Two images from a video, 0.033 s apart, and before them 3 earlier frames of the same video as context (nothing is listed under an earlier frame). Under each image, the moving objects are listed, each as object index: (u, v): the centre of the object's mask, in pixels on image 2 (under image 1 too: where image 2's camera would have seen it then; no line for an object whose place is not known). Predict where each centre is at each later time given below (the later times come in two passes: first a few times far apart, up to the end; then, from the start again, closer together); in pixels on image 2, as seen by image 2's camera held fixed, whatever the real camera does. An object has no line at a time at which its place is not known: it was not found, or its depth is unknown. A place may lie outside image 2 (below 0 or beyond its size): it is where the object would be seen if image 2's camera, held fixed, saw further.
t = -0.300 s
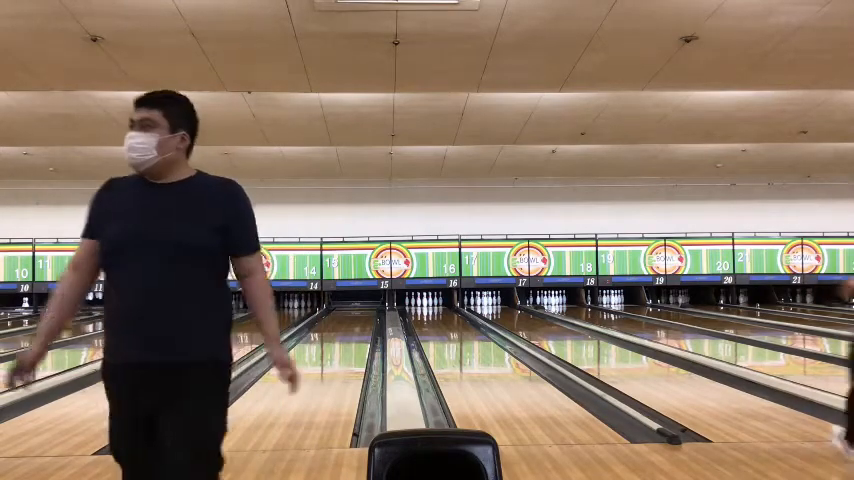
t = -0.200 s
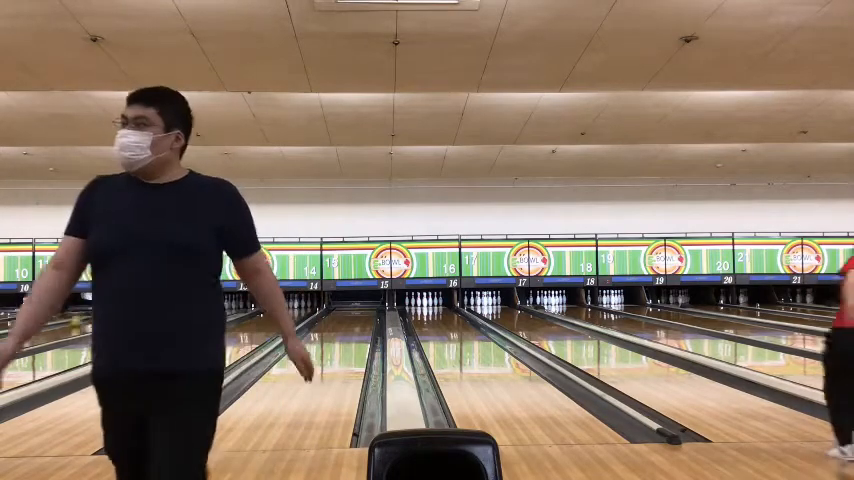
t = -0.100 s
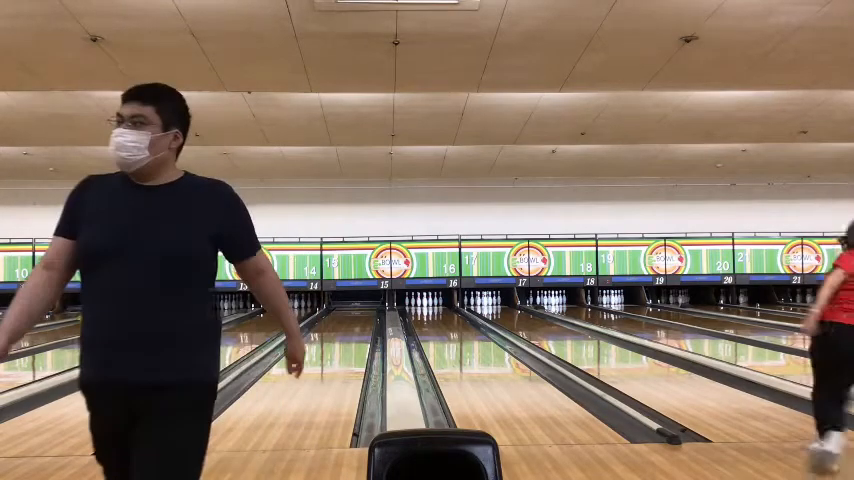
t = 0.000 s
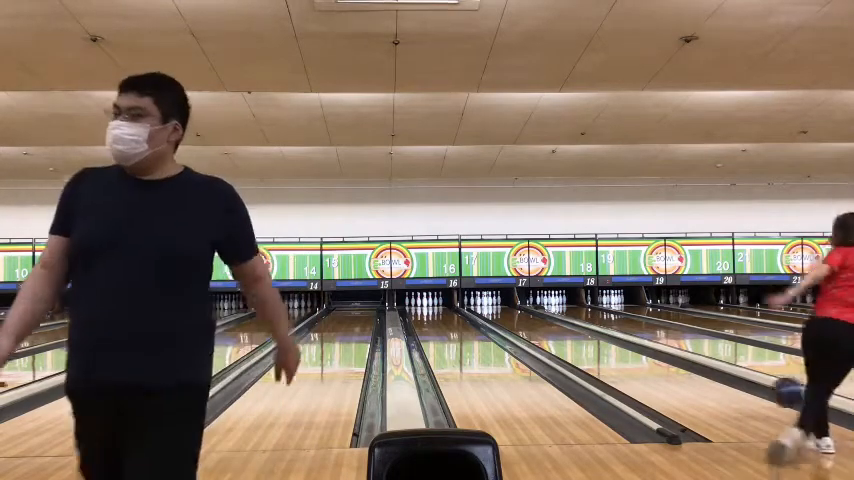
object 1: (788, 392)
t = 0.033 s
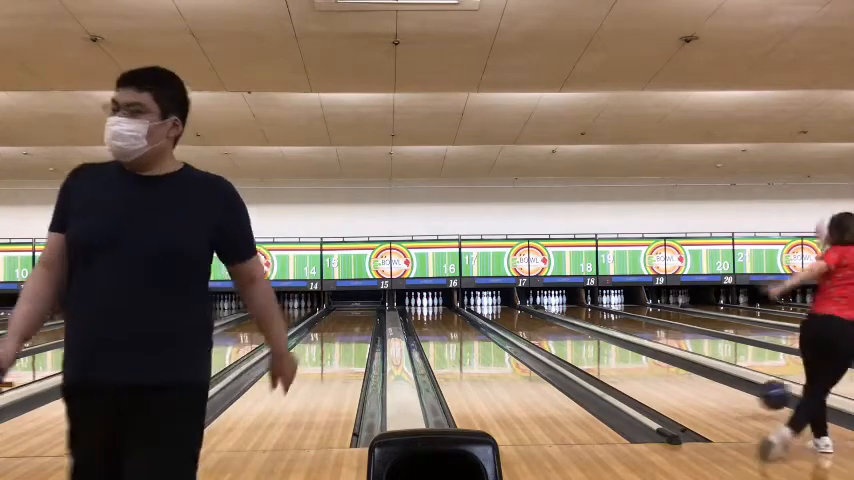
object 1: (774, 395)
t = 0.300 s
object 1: (691, 376)
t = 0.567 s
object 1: (638, 356)
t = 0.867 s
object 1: (597, 340)
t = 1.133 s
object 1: (572, 329)
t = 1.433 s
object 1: (550, 322)
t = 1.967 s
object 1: (520, 312)
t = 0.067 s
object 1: (761, 400)
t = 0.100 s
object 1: (749, 396)
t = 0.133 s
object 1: (737, 393)
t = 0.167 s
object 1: (727, 389)
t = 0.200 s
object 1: (717, 384)
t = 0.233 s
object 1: (707, 380)
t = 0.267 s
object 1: (699, 378)
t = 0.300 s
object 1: (691, 376)
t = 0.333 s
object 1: (683, 372)
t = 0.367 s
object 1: (675, 371)
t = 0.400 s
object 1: (667, 367)
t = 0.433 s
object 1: (662, 364)
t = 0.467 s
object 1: (655, 361)
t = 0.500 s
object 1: (649, 360)
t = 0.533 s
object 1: (643, 358)
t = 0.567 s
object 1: (638, 356)
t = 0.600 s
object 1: (633, 353)
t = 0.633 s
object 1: (627, 351)
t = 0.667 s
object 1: (623, 350)
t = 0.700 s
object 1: (618, 348)
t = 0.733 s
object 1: (614, 346)
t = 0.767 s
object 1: (609, 344)
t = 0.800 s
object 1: (605, 343)
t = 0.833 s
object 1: (601, 341)
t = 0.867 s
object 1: (597, 340)
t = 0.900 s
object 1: (594, 339)
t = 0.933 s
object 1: (591, 337)
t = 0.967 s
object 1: (586, 335)
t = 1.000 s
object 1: (584, 334)
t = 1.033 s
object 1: (581, 333)
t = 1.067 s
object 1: (577, 332)
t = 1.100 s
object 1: (574, 330)
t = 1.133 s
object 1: (572, 329)
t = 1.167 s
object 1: (569, 328)
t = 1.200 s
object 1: (566, 327)
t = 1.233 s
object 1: (564, 327)
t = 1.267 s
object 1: (562, 326)
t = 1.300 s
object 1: (559, 325)
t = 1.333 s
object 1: (556, 324)
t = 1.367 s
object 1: (554, 323)
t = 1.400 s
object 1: (552, 323)
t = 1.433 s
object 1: (550, 322)
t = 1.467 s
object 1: (548, 321)
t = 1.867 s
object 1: (525, 312)
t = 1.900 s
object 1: (523, 311)
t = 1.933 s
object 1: (520, 312)
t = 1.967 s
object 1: (520, 312)
